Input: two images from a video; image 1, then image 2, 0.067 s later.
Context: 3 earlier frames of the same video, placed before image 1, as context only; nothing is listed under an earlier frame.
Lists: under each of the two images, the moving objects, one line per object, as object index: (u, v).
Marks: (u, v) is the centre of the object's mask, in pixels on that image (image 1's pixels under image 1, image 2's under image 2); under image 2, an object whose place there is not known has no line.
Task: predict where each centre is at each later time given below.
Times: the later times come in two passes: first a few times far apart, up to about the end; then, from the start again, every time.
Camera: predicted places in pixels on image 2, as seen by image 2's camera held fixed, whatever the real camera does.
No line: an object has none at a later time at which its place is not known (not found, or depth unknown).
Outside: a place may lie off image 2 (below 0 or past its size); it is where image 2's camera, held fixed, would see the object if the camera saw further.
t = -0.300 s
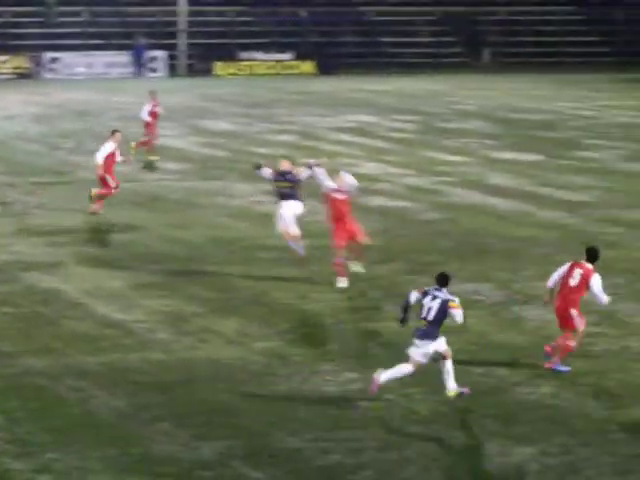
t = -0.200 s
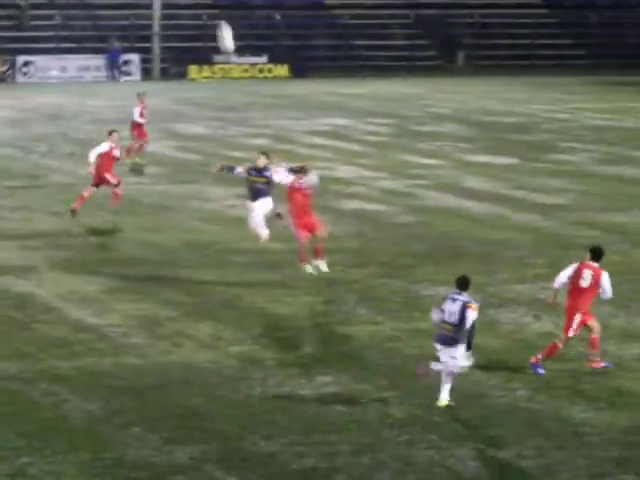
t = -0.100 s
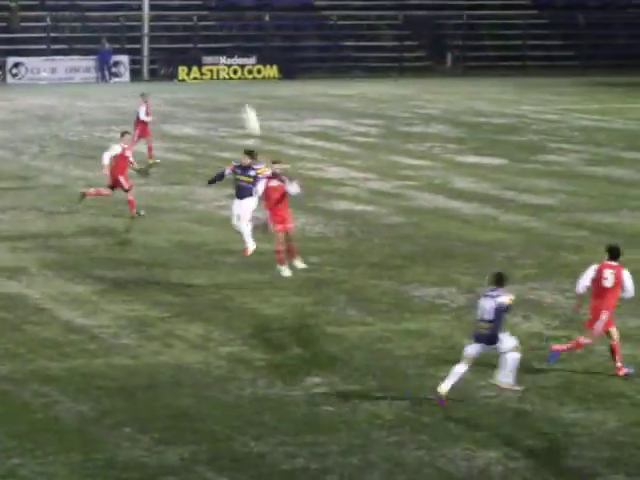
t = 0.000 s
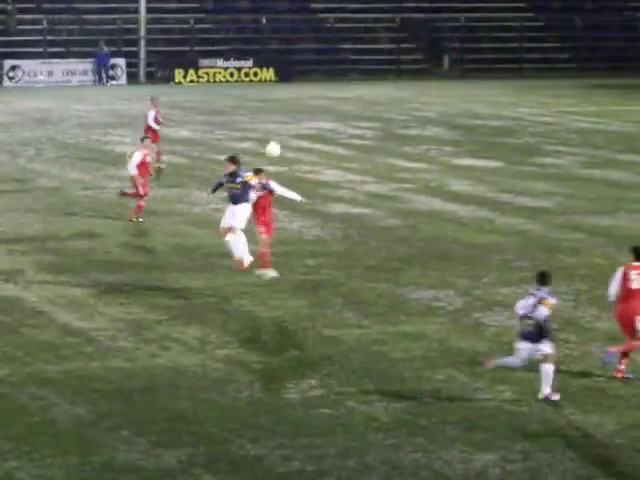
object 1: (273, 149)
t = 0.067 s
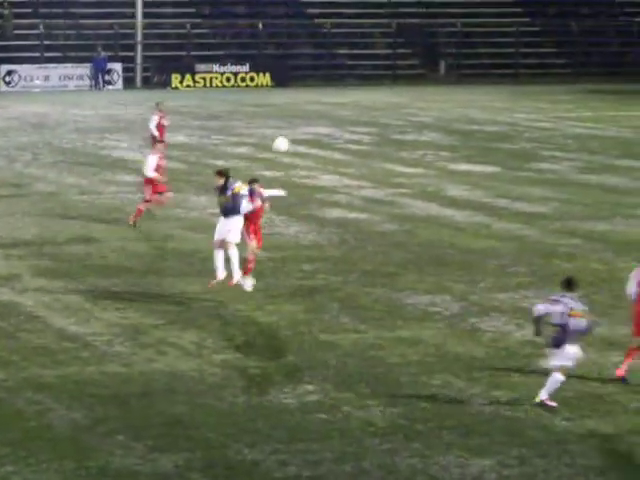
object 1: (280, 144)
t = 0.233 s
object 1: (308, 134)
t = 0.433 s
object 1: (340, 145)
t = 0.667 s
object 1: (374, 187)
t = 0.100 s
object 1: (286, 141)
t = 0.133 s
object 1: (292, 138)
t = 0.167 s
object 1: (298, 136)
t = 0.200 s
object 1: (303, 135)
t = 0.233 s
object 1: (308, 134)
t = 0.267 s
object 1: (314, 134)
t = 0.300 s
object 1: (319, 135)
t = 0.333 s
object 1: (324, 137)
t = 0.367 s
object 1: (329, 139)
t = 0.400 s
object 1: (334, 142)
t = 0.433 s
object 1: (340, 145)
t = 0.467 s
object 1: (345, 149)
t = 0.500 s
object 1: (350, 154)
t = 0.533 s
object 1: (355, 159)
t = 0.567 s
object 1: (359, 166)
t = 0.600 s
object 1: (364, 172)
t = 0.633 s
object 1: (369, 179)
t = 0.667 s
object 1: (374, 187)
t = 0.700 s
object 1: (377, 195)
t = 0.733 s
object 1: (382, 205)
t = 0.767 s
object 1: (387, 213)
